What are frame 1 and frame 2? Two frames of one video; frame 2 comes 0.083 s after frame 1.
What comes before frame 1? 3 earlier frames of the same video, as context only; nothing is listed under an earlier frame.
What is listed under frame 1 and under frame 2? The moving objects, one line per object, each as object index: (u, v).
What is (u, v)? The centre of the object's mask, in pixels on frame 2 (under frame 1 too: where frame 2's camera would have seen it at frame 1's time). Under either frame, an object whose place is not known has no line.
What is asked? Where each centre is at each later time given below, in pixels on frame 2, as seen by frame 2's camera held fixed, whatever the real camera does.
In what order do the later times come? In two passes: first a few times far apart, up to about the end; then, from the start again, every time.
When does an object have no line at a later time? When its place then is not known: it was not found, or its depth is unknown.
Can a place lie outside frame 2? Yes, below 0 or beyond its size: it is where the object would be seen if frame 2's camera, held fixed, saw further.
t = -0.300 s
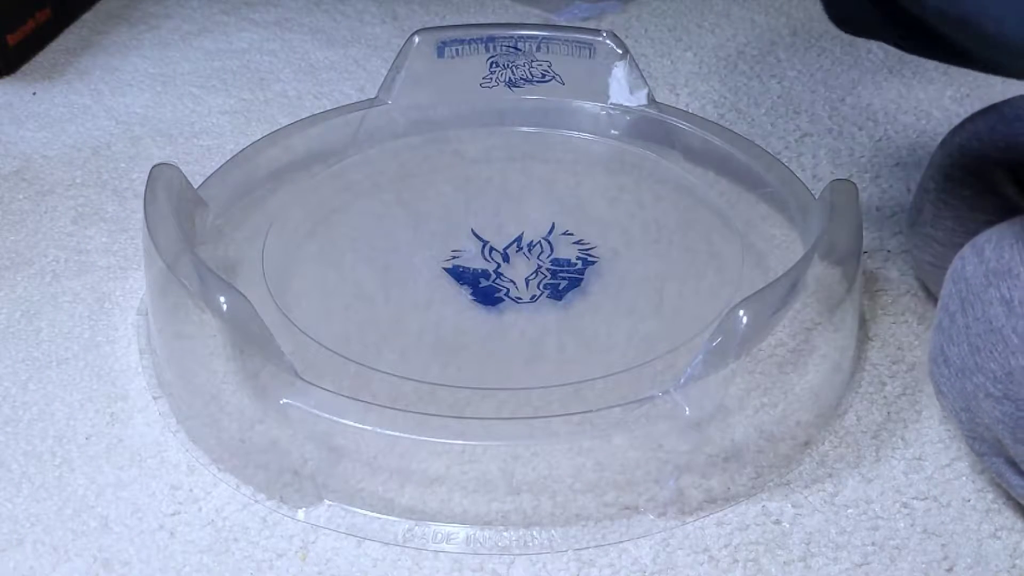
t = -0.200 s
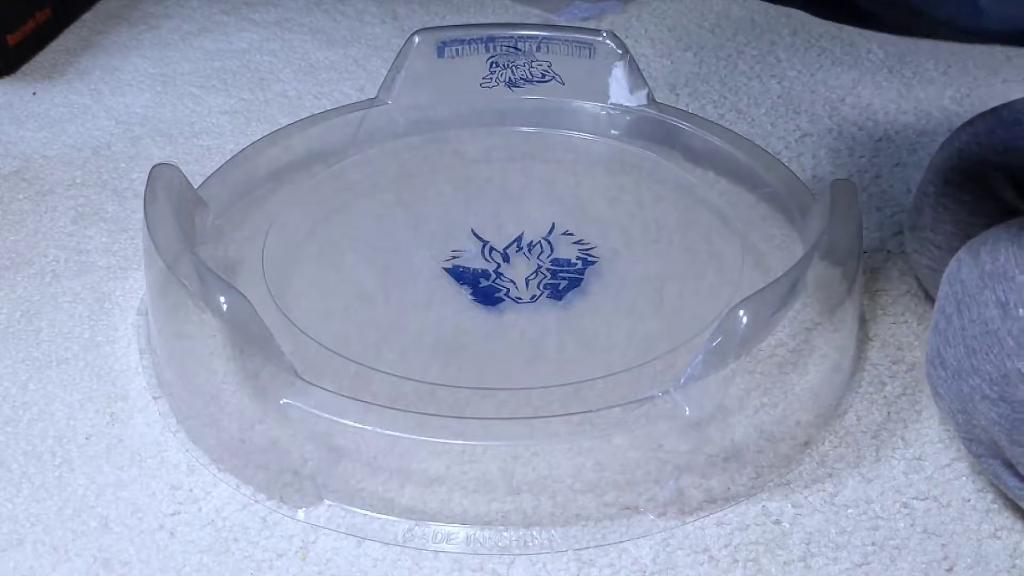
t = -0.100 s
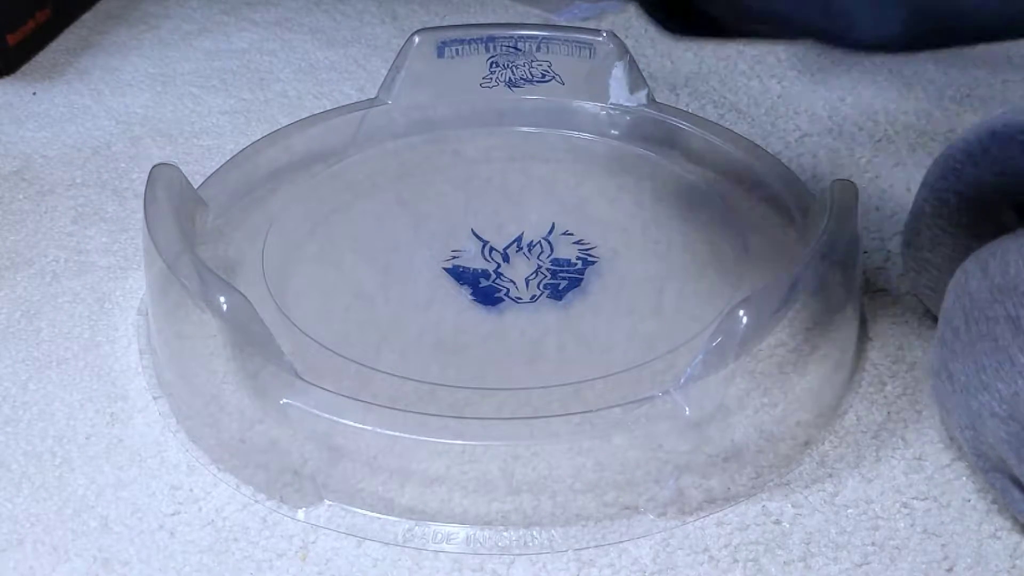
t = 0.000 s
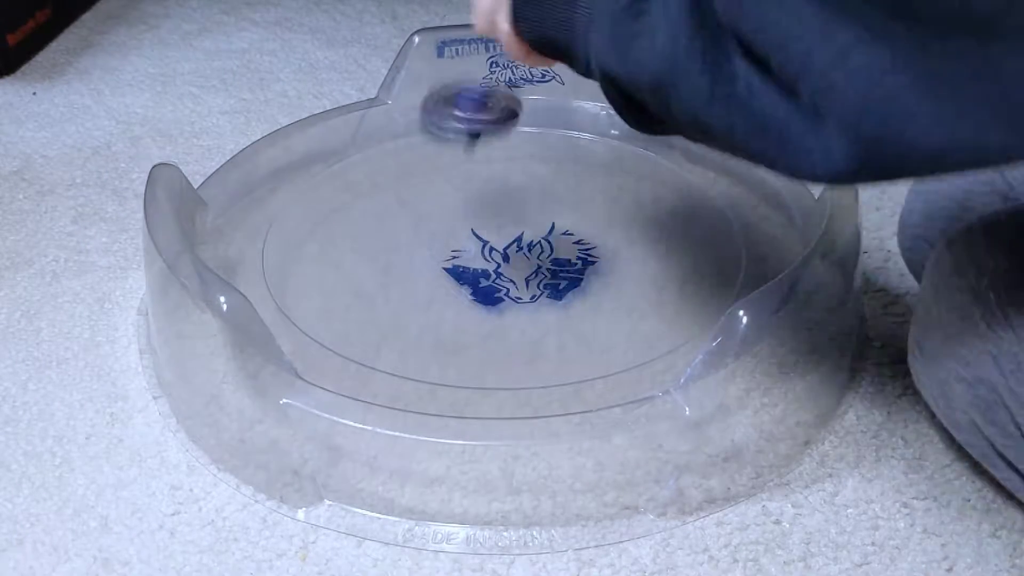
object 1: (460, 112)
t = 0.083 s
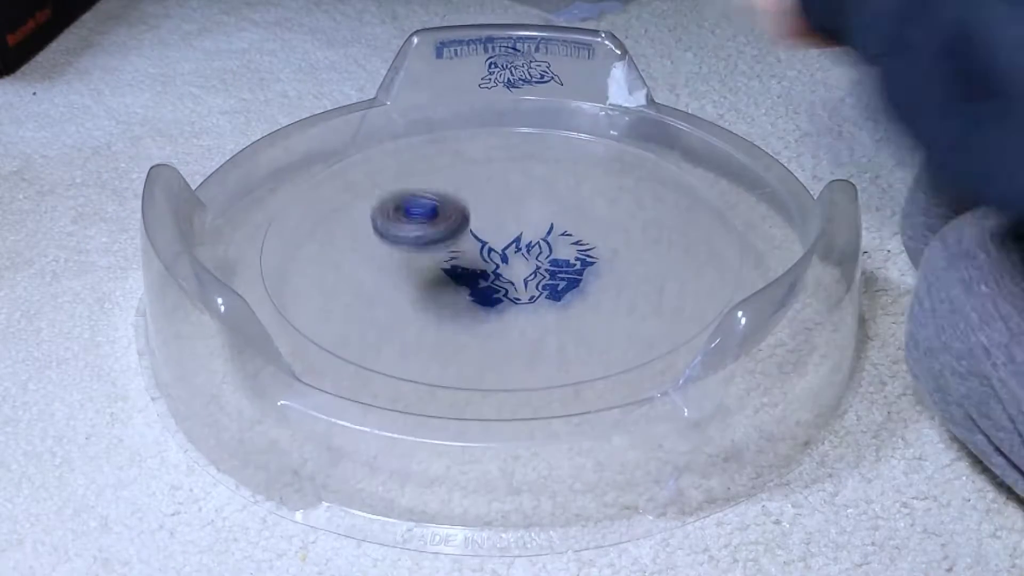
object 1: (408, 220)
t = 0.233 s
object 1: (383, 185)
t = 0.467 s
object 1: (495, 186)
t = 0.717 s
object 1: (668, 252)
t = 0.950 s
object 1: (408, 348)
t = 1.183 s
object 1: (313, 152)
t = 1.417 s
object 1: (676, 155)
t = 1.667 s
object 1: (499, 355)
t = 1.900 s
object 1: (272, 188)
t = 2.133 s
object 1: (597, 121)
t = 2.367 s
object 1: (673, 307)
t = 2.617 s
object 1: (268, 273)
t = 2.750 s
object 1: (305, 157)
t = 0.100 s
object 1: (405, 198)
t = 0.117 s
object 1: (400, 178)
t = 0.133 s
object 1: (396, 165)
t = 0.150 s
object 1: (392, 156)
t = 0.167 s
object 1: (389, 151)
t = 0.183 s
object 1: (386, 152)
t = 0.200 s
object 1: (385, 158)
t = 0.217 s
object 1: (383, 169)
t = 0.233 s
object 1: (383, 185)
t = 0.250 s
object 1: (381, 205)
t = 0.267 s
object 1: (382, 228)
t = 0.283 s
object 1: (384, 237)
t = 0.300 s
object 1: (391, 219)
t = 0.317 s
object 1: (399, 205)
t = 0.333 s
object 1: (408, 196)
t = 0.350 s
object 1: (417, 192)
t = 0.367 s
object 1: (426, 191)
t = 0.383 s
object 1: (434, 196)
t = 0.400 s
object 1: (443, 204)
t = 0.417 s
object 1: (454, 200)
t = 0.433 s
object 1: (468, 191)
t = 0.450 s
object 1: (481, 186)
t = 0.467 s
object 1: (495, 186)
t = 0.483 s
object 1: (508, 189)
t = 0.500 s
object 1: (523, 194)
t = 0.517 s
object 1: (537, 190)
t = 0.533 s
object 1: (552, 191)
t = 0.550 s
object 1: (568, 195)
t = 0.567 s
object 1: (581, 196)
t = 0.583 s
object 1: (594, 198)
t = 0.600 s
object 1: (608, 204)
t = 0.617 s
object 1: (620, 208)
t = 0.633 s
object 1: (631, 214)
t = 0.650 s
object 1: (642, 219)
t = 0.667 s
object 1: (651, 226)
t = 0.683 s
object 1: (658, 234)
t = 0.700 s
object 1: (664, 242)
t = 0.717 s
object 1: (668, 252)
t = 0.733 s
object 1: (670, 262)
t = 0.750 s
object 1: (670, 273)
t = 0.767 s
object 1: (666, 284)
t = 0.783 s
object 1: (660, 296)
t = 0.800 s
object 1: (650, 308)
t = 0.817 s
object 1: (636, 320)
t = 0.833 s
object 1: (620, 332)
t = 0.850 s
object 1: (598, 341)
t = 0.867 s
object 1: (572, 347)
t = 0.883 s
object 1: (543, 352)
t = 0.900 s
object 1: (510, 354)
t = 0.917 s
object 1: (476, 355)
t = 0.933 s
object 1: (442, 354)
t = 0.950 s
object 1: (408, 348)
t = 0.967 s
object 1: (375, 340)
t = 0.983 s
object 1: (348, 330)
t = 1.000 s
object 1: (320, 318)
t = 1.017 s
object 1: (299, 304)
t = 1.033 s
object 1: (283, 288)
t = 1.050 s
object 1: (269, 272)
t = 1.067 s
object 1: (259, 256)
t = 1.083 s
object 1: (253, 239)
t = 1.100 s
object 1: (256, 223)
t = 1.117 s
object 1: (260, 207)
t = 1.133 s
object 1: (269, 192)
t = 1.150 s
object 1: (279, 178)
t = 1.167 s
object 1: (295, 164)
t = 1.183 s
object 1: (313, 152)
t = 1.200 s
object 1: (333, 141)
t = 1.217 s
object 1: (357, 131)
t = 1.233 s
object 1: (381, 123)
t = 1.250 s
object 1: (407, 117)
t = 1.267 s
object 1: (434, 113)
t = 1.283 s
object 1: (463, 110)
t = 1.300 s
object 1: (492, 109)
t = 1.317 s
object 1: (520, 110)
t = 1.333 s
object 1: (550, 112)
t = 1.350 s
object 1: (578, 117)
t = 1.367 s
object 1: (606, 123)
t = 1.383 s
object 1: (631, 131)
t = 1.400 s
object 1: (653, 142)
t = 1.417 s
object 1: (676, 155)
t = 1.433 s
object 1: (693, 168)
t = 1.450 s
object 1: (708, 183)
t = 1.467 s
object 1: (718, 199)
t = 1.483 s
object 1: (724, 215)
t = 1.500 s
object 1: (726, 233)
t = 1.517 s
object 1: (723, 250)
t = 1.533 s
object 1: (714, 267)
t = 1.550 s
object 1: (701, 284)
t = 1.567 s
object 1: (683, 301)
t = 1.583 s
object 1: (660, 316)
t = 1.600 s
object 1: (635, 329)
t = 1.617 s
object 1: (603, 340)
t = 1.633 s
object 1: (570, 347)
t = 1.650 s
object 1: (536, 353)
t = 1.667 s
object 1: (499, 355)
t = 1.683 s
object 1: (463, 354)
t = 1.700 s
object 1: (426, 351)
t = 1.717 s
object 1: (392, 344)
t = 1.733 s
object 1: (363, 335)
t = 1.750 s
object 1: (335, 324)
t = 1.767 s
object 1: (311, 311)
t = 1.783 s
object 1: (292, 297)
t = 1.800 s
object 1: (277, 282)
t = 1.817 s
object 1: (263, 267)
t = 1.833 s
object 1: (258, 251)
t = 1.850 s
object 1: (256, 234)
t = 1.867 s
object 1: (257, 217)
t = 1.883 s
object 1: (261, 203)
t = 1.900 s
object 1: (272, 188)
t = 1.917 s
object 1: (284, 174)
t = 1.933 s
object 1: (299, 161)
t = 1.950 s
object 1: (318, 150)
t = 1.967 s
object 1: (338, 141)
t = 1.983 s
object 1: (359, 131)
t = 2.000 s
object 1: (383, 123)
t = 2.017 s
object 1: (408, 118)
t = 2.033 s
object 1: (435, 113)
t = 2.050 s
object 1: (462, 110)
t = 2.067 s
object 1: (489, 110)
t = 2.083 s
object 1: (516, 110)
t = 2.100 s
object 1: (544, 112)
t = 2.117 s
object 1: (570, 116)
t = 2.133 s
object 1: (597, 121)
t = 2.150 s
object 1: (620, 128)
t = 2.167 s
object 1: (643, 138)
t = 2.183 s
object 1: (663, 148)
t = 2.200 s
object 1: (680, 160)
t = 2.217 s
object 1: (695, 172)
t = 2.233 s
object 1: (708, 186)
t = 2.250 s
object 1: (718, 200)
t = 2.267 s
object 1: (722, 215)
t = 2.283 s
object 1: (725, 230)
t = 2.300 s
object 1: (722, 246)
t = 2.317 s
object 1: (716, 261)
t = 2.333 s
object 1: (706, 277)
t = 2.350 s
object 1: (690, 292)
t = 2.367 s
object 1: (673, 307)
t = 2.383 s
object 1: (652, 320)
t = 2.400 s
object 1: (622, 332)
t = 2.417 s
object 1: (595, 342)
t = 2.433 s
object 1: (564, 348)
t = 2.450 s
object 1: (530, 354)
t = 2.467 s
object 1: (497, 355)
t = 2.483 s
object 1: (463, 355)
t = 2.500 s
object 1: (431, 352)
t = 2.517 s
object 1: (397, 345)
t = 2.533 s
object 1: (369, 338)
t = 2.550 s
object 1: (341, 328)
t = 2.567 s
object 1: (316, 316)
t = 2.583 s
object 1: (297, 303)
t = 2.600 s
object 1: (282, 288)
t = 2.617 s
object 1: (268, 273)
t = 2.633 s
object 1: (259, 259)
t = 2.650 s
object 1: (253, 243)
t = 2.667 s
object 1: (253, 227)
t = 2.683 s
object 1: (257, 212)
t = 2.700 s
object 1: (264, 196)
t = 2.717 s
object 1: (274, 182)
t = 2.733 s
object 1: (289, 170)
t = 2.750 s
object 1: (305, 157)
